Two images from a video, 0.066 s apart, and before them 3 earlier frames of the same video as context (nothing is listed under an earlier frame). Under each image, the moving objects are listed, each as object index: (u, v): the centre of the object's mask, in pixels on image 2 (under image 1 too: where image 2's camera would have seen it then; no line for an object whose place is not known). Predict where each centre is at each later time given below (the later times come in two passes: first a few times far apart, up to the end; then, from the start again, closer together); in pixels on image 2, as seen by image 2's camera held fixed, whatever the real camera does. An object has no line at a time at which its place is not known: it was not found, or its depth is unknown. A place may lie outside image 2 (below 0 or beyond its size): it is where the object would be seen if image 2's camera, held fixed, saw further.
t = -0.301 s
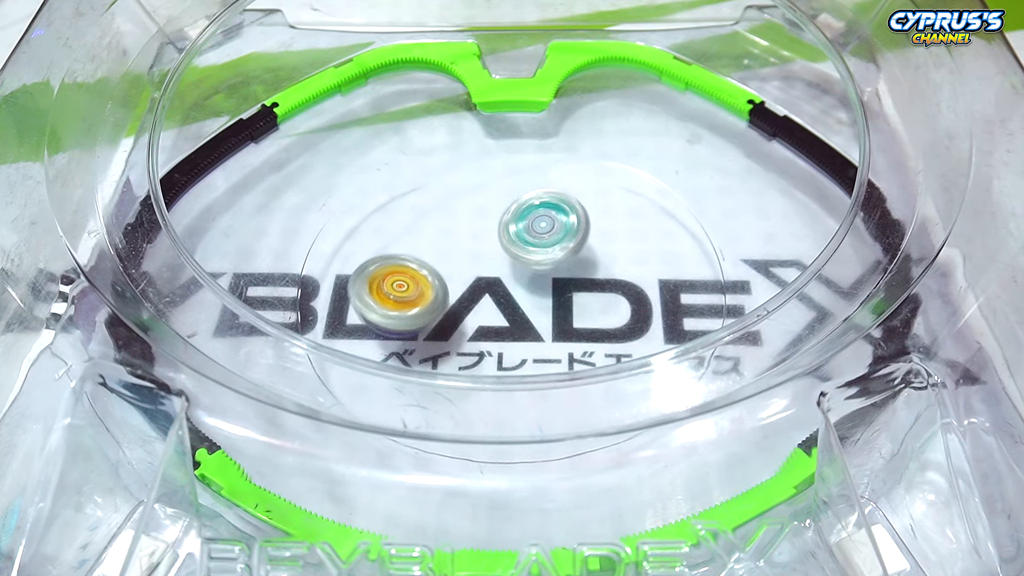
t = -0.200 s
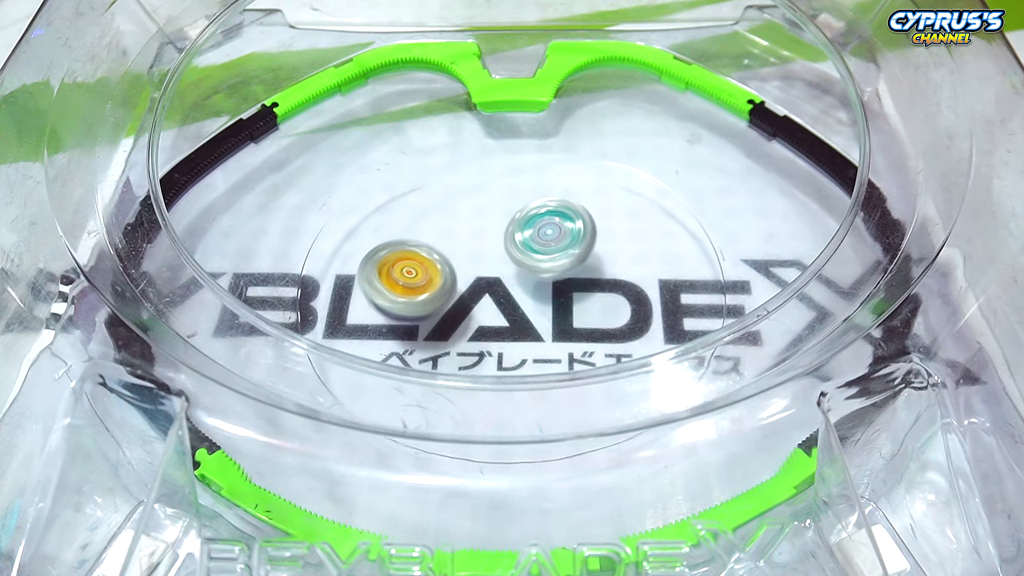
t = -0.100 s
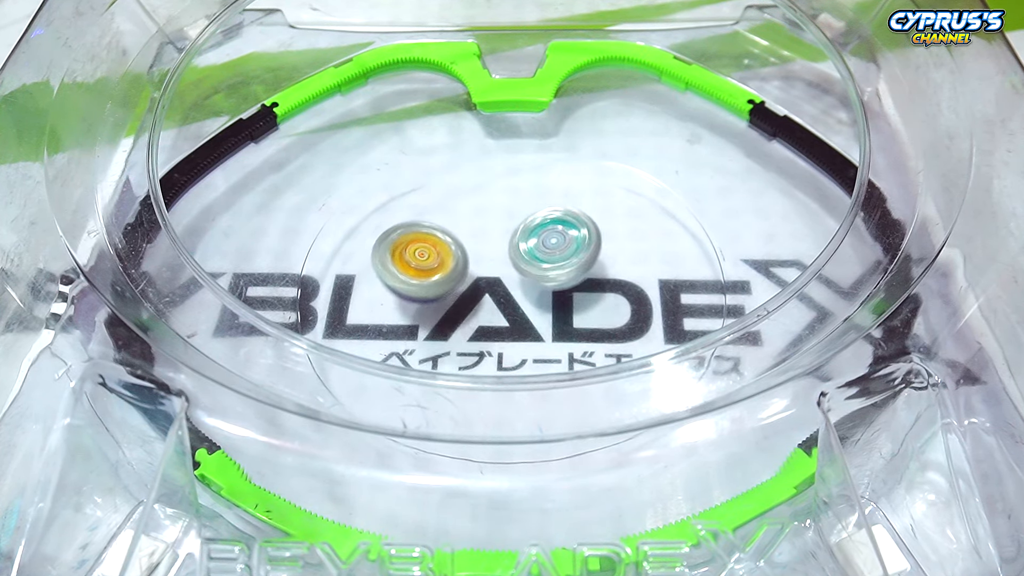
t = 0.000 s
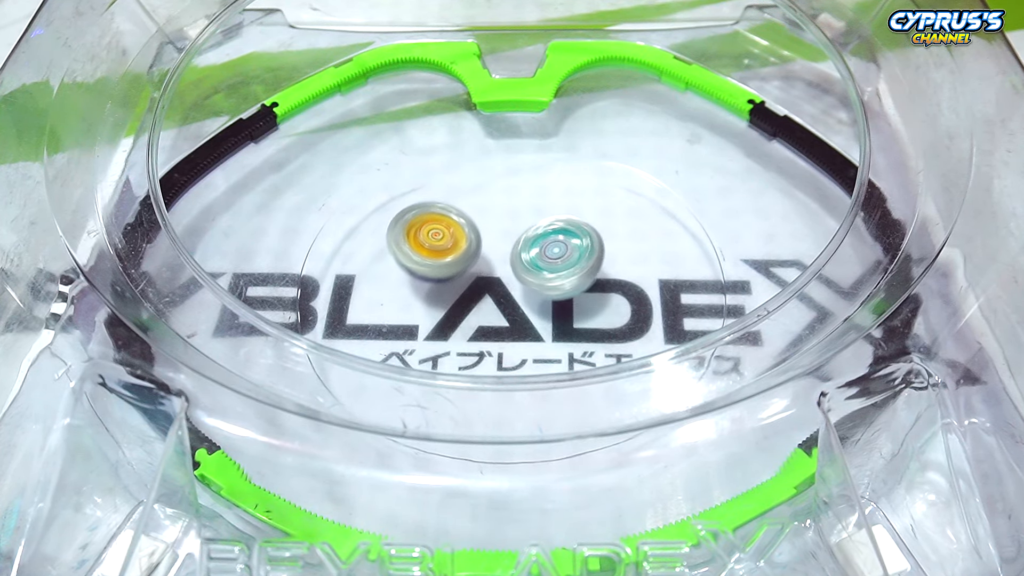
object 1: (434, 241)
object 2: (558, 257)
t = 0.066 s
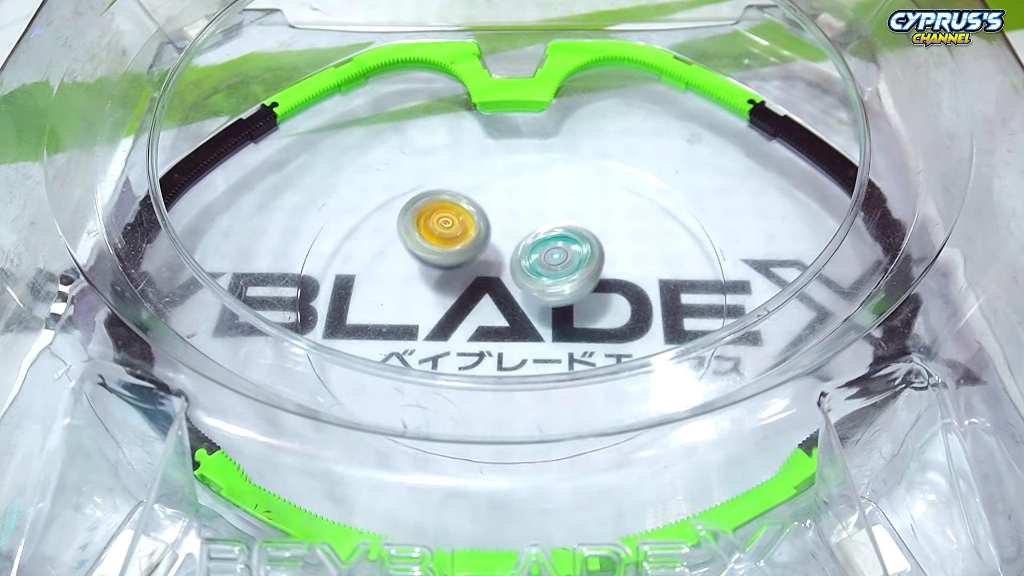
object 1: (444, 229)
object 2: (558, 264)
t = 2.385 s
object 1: (432, 300)
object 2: (504, 230)
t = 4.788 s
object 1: (513, 321)
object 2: (508, 236)
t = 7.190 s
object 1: (436, 120)
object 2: (545, 328)
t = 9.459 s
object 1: (606, 226)
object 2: (461, 315)
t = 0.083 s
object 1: (446, 225)
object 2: (558, 266)
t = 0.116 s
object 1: (451, 220)
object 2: (557, 269)
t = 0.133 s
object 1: (453, 217)
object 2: (557, 270)
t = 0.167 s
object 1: (458, 212)
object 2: (557, 274)
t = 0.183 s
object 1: (460, 209)
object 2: (556, 276)
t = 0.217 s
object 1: (464, 205)
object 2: (554, 279)
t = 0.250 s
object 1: (468, 202)
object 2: (552, 282)
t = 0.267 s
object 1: (470, 200)
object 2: (552, 283)
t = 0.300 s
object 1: (474, 198)
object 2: (550, 286)
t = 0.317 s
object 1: (476, 196)
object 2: (549, 287)
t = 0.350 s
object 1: (480, 195)
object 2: (547, 290)
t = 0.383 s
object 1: (483, 193)
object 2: (544, 293)
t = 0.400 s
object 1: (485, 193)
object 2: (543, 294)
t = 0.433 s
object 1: (489, 192)
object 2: (540, 296)
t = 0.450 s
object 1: (491, 192)
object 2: (539, 297)
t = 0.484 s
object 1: (494, 192)
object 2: (536, 300)
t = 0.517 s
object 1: (498, 192)
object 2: (533, 301)
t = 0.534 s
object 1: (500, 192)
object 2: (531, 302)
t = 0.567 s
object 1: (504, 192)
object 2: (527, 304)
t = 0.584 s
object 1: (506, 193)
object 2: (526, 305)
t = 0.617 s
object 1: (511, 194)
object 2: (522, 306)
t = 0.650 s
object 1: (515, 196)
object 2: (518, 307)
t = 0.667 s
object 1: (518, 197)
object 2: (516, 308)
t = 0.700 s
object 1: (522, 200)
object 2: (512, 309)
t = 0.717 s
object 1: (525, 201)
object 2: (509, 309)
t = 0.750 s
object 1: (530, 204)
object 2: (506, 310)
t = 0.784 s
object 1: (535, 207)
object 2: (501, 310)
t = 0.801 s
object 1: (538, 210)
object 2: (499, 310)
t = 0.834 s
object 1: (543, 213)
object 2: (496, 310)
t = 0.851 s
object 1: (546, 216)
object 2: (494, 310)
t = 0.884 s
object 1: (552, 220)
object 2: (491, 309)
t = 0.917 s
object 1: (558, 224)
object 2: (489, 309)
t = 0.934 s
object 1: (561, 226)
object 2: (488, 309)
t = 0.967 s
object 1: (567, 231)
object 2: (486, 308)
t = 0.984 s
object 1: (570, 234)
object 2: (484, 308)
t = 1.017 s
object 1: (575, 239)
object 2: (482, 308)
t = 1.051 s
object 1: (580, 243)
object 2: (479, 307)
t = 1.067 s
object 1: (583, 246)
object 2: (477, 307)
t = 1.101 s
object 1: (587, 250)
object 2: (474, 305)
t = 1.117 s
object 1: (589, 252)
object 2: (472, 304)
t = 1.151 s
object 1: (591, 256)
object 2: (469, 302)
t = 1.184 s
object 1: (593, 259)
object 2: (467, 299)
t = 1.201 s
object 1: (594, 261)
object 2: (465, 297)
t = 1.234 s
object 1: (595, 264)
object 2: (464, 295)
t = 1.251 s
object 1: (596, 266)
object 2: (463, 293)
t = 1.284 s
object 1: (597, 270)
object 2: (462, 290)
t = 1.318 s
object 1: (598, 275)
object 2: (461, 286)
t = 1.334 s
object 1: (598, 278)
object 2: (461, 285)
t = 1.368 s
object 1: (599, 286)
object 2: (462, 282)
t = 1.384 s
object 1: (599, 289)
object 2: (461, 280)
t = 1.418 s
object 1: (599, 294)
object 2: (461, 277)
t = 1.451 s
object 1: (598, 299)
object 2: (461, 274)
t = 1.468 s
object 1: (597, 301)
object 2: (461, 272)
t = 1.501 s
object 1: (596, 306)
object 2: (461, 269)
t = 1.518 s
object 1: (595, 308)
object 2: (461, 267)
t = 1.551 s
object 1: (593, 311)
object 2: (460, 264)
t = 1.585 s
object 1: (590, 315)
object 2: (461, 261)
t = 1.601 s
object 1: (589, 316)
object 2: (461, 259)
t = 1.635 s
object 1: (586, 319)
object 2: (462, 256)
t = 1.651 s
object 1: (584, 320)
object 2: (463, 255)
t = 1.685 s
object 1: (580, 323)
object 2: (464, 251)
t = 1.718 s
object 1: (574, 325)
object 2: (465, 249)
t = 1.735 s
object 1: (572, 326)
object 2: (466, 247)
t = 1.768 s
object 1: (566, 328)
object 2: (467, 245)
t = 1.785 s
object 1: (563, 328)
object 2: (468, 244)
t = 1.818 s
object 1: (557, 329)
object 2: (470, 242)
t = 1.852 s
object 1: (550, 330)
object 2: (472, 239)
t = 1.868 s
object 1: (546, 331)
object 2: (473, 238)
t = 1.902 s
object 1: (538, 331)
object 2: (475, 236)
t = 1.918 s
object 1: (534, 330)
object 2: (476, 235)
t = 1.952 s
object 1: (526, 330)
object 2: (478, 234)
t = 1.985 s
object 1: (518, 329)
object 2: (479, 233)
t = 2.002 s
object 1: (513, 329)
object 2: (480, 233)
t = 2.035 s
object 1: (504, 328)
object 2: (482, 232)
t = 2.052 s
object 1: (500, 328)
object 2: (483, 232)
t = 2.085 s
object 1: (491, 327)
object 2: (485, 231)
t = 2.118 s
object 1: (483, 324)
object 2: (486, 230)
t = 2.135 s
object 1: (479, 323)
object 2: (486, 230)
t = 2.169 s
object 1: (472, 321)
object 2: (488, 231)
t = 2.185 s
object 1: (469, 320)
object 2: (490, 230)
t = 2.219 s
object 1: (461, 317)
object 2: (492, 230)
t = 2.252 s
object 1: (455, 314)
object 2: (495, 229)
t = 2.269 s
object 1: (452, 312)
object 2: (496, 229)
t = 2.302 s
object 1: (445, 309)
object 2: (498, 229)
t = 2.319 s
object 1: (442, 307)
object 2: (499, 229)
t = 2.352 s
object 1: (437, 304)
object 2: (502, 230)
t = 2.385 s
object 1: (432, 300)
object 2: (504, 230)
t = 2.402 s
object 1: (430, 299)
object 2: (506, 230)
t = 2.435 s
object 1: (426, 295)
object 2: (510, 231)
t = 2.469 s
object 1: (422, 290)
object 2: (514, 233)
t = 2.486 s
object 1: (420, 288)
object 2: (516, 233)
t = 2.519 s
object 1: (418, 283)
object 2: (519, 235)
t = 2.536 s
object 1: (417, 282)
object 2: (520, 236)
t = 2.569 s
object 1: (416, 278)
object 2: (522, 240)
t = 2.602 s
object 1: (416, 274)
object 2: (523, 244)
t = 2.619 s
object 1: (416, 272)
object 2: (524, 246)
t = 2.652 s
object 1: (416, 268)
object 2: (526, 249)
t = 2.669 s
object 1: (416, 266)
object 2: (527, 251)
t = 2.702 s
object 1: (417, 262)
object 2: (528, 255)
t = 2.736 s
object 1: (418, 258)
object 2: (529, 258)
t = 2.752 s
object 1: (419, 256)
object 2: (529, 260)
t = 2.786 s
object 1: (421, 252)
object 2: (530, 264)
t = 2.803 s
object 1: (423, 250)
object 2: (530, 265)
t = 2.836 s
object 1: (426, 246)
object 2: (530, 269)
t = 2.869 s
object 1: (430, 241)
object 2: (530, 272)
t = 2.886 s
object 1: (432, 239)
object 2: (530, 274)
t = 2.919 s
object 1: (436, 235)
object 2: (531, 277)
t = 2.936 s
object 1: (439, 233)
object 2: (531, 279)
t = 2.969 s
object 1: (444, 229)
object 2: (530, 282)
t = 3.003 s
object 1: (450, 224)
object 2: (530, 285)
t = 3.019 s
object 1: (452, 222)
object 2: (530, 286)
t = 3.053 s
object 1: (458, 217)
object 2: (529, 289)
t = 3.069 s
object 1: (461, 215)
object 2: (529, 291)
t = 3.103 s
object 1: (466, 211)
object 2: (528, 294)
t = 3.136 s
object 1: (472, 207)
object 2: (527, 296)
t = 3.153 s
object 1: (474, 205)
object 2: (526, 297)
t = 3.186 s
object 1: (480, 202)
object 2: (525, 299)
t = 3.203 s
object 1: (483, 200)
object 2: (524, 300)
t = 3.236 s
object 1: (488, 197)
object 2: (522, 303)
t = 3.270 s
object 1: (494, 195)
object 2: (520, 304)
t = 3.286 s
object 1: (496, 194)
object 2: (519, 305)
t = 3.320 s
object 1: (501, 192)
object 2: (517, 306)
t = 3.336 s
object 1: (504, 191)
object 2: (516, 307)
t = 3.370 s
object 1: (509, 191)
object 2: (514, 308)
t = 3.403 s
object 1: (514, 190)
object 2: (512, 309)
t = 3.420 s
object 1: (517, 191)
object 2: (510, 309)
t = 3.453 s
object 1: (522, 191)
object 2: (509, 310)
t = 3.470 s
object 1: (524, 192)
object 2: (507, 310)
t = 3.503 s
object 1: (530, 193)
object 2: (505, 310)
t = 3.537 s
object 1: (535, 194)
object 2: (503, 310)
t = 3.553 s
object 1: (538, 195)
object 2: (502, 310)
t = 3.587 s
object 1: (543, 197)
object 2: (499, 310)
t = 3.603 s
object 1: (545, 198)
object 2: (498, 309)
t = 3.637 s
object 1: (549, 200)
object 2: (496, 309)
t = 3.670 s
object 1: (554, 203)
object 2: (493, 308)
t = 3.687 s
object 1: (556, 205)
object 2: (491, 307)
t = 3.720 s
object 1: (560, 208)
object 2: (488, 306)
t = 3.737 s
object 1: (562, 210)
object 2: (487, 305)
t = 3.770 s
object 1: (567, 214)
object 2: (484, 303)
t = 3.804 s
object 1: (570, 219)
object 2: (482, 302)
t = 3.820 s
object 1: (572, 221)
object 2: (481, 301)
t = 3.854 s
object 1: (576, 226)
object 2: (479, 298)
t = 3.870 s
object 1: (578, 228)
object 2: (478, 297)
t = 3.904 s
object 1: (581, 232)
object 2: (476, 295)
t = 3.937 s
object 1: (584, 238)
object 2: (475, 292)
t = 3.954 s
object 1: (586, 240)
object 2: (474, 291)
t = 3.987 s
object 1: (588, 245)
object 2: (473, 289)
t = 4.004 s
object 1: (590, 248)
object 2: (473, 287)
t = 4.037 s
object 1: (592, 253)
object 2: (472, 284)
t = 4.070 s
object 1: (593, 258)
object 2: (472, 281)
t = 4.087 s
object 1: (593, 260)
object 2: (471, 280)
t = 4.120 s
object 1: (594, 265)
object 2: (471, 277)
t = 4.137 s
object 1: (594, 268)
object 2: (471, 275)
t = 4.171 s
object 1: (594, 273)
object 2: (471, 273)
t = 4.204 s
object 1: (593, 278)
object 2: (472, 270)
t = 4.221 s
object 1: (592, 280)
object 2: (472, 268)
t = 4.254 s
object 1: (591, 285)
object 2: (473, 265)
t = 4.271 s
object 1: (590, 287)
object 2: (473, 264)
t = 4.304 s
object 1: (588, 292)
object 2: (474, 261)
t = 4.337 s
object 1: (585, 296)
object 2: (476, 259)
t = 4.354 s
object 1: (583, 298)
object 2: (476, 258)
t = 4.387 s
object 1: (579, 302)
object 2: (478, 255)
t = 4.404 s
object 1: (577, 303)
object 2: (479, 254)
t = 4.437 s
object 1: (572, 307)
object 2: (481, 251)
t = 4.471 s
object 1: (567, 310)
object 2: (483, 249)
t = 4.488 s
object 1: (565, 312)
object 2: (484, 248)
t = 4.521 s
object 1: (560, 314)
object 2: (486, 246)
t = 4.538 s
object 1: (558, 315)
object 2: (488, 245)
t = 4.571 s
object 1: (553, 318)
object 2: (490, 243)
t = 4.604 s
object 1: (547, 320)
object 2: (493, 241)
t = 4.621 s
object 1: (545, 321)
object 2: (494, 241)
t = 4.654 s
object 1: (539, 322)
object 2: (497, 240)
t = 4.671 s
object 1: (536, 322)
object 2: (499, 239)
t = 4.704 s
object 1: (530, 322)
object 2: (501, 238)
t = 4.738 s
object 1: (523, 322)
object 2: (504, 237)
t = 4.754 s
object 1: (519, 322)
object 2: (505, 237)
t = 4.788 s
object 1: (513, 321)
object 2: (508, 236)
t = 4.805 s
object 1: (510, 321)
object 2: (510, 236)
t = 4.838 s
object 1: (503, 320)
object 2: (513, 235)
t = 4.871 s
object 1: (497, 319)
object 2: (515, 236)
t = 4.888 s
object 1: (494, 318)
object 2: (517, 235)
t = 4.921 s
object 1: (488, 316)
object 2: (519, 236)
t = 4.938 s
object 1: (485, 315)
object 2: (520, 236)
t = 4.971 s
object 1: (479, 311)
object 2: (523, 237)
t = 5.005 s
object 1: (474, 309)
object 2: (525, 238)
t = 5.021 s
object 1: (471, 307)
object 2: (526, 238)
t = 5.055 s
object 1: (464, 304)
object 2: (529, 239)
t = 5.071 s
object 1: (462, 303)
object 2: (530, 240)
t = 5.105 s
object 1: (457, 299)
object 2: (532, 241)
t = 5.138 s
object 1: (451, 295)
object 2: (534, 242)
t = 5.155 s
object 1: (449, 293)
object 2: (535, 243)
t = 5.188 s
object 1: (446, 290)
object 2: (537, 245)
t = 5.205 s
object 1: (445, 288)
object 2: (538, 246)
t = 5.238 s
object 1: (443, 285)
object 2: (540, 247)
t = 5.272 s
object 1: (441, 281)
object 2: (541, 249)
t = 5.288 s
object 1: (440, 280)
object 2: (542, 250)
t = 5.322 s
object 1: (439, 276)
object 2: (543, 252)
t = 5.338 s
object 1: (439, 275)
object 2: (543, 252)
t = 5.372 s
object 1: (439, 271)
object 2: (544, 254)
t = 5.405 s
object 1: (439, 267)
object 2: (544, 257)
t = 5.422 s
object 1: (439, 265)
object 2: (544, 258)
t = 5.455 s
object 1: (439, 262)
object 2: (544, 260)
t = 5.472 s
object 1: (440, 260)
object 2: (544, 261)
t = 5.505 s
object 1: (441, 257)
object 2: (544, 263)
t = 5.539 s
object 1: (443, 253)
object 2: (543, 265)
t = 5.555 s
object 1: (444, 251)
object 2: (543, 266)
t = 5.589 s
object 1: (430, 242)
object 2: (558, 270)
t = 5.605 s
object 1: (416, 235)
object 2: (572, 273)
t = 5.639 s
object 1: (396, 223)
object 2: (595, 283)
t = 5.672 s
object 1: (384, 216)
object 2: (606, 284)
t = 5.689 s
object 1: (381, 213)
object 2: (610, 285)
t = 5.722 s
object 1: (376, 209)
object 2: (613, 287)
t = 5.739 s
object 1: (374, 208)
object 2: (613, 287)
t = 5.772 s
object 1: (370, 206)
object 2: (613, 286)
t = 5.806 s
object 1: (367, 205)
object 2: (611, 285)
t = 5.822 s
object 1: (367, 205)
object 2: (611, 285)
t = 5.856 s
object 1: (366, 205)
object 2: (607, 285)
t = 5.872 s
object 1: (366, 205)
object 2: (606, 284)
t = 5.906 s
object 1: (366, 205)
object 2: (602, 284)
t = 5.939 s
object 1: (368, 206)
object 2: (597, 282)
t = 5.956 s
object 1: (369, 206)
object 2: (595, 282)
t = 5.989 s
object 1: (372, 208)
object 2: (592, 282)
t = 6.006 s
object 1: (375, 209)
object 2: (591, 283)
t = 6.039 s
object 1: (380, 211)
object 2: (588, 284)
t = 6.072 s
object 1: (387, 215)
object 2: (585, 286)
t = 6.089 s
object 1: (391, 216)
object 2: (584, 286)
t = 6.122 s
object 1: (399, 219)
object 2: (581, 287)
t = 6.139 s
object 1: (404, 221)
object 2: (579, 288)
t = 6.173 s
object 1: (415, 224)
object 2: (576, 289)
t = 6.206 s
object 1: (427, 228)
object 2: (572, 290)
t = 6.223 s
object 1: (434, 228)
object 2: (570, 290)
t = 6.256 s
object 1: (448, 231)
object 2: (566, 291)
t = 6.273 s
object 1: (455, 232)
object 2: (563, 292)
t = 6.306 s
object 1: (470, 234)
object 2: (557, 291)
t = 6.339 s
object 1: (483, 234)
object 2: (556, 297)
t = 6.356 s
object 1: (475, 212)
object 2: (573, 317)
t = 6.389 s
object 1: (457, 170)
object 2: (605, 341)
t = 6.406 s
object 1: (451, 152)
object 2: (617, 360)
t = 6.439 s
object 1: (442, 125)
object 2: (630, 377)
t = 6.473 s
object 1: (436, 105)
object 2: (627, 385)
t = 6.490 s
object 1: (435, 99)
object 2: (625, 397)
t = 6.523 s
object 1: (434, 90)
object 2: (624, 399)
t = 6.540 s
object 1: (434, 87)
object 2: (622, 399)
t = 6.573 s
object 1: (434, 83)
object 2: (620, 401)
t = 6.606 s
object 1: (434, 78)
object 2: (624, 412)
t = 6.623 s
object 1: (433, 76)
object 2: (623, 414)
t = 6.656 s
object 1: (433, 72)
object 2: (622, 415)
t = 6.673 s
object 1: (433, 71)
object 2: (620, 417)
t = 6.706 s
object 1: (434, 68)
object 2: (619, 416)
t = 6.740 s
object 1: (434, 66)
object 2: (617, 418)
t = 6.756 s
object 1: (434, 65)
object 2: (615, 418)
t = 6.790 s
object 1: (434, 64)
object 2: (611, 417)
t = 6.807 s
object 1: (435, 64)
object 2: (609, 416)
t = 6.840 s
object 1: (434, 64)
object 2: (605, 414)
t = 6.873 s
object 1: (434, 64)
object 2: (603, 415)
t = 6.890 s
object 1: (434, 64)
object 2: (600, 415)
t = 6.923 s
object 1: (434, 65)
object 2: (596, 414)
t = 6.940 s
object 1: (434, 66)
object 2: (593, 413)
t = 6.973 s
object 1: (435, 69)
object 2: (587, 406)
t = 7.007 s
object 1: (435, 73)
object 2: (583, 405)
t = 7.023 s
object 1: (435, 76)
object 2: (580, 393)
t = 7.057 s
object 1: (436, 82)
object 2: (576, 373)
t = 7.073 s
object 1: (435, 85)
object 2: (572, 367)
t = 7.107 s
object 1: (436, 94)
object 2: (565, 350)
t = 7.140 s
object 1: (436, 104)
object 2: (560, 344)
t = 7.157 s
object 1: (435, 109)
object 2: (556, 340)
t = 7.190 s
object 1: (436, 120)
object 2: (545, 328)
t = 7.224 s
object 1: (433, 138)
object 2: (531, 309)
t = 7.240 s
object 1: (431, 147)
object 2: (524, 300)
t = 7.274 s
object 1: (428, 168)
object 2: (505, 279)
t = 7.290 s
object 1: (427, 178)
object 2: (496, 269)
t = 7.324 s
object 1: (421, 188)
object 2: (478, 261)
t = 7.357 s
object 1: (396, 162)
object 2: (479, 279)
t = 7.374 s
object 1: (386, 154)
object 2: (480, 292)
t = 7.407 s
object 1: (368, 134)
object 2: (481, 310)
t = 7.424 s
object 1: (362, 130)
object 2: (481, 317)
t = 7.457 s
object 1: (353, 126)
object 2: (482, 328)
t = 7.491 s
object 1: (348, 122)
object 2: (482, 331)
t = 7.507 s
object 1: (346, 124)
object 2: (482, 331)
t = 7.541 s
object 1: (343, 125)
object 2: (482, 329)
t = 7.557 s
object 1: (341, 126)
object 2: (482, 328)
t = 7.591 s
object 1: (335, 130)
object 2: (484, 325)
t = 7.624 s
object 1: (330, 132)
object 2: (486, 322)
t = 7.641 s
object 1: (327, 132)
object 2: (487, 320)
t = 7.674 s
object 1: (325, 133)
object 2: (490, 317)
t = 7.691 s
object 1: (324, 134)
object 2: (491, 315)
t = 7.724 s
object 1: (322, 135)
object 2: (493, 312)
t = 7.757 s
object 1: (320, 136)
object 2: (496, 308)
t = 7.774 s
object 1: (319, 136)
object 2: (497, 306)
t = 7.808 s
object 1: (318, 137)
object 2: (501, 301)
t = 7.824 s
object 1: (317, 138)
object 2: (503, 298)
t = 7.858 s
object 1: (316, 139)
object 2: (508, 292)
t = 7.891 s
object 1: (316, 141)
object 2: (514, 284)
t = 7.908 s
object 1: (316, 142)
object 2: (518, 280)
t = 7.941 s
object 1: (315, 144)
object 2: (523, 272)
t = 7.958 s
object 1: (315, 145)
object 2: (526, 267)
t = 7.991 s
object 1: (315, 148)
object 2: (530, 259)
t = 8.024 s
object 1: (316, 150)
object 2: (534, 248)
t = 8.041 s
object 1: (316, 152)
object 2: (535, 244)
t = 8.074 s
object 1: (317, 155)
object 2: (538, 236)
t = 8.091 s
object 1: (318, 158)
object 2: (539, 231)
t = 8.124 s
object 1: (319, 163)
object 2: (541, 224)
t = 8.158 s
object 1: (321, 167)
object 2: (542, 217)
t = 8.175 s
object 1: (322, 170)
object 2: (543, 213)
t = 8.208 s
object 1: (323, 178)
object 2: (543, 208)
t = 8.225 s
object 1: (325, 186)
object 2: (544, 206)
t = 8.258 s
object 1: (328, 201)
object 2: (543, 204)
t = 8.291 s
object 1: (332, 219)
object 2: (542, 203)
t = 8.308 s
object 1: (335, 227)
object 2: (542, 202)
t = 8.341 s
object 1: (340, 244)
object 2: (541, 200)
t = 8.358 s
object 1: (344, 252)
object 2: (541, 199)
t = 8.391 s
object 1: (354, 269)
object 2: (540, 199)
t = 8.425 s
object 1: (367, 287)
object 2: (540, 198)
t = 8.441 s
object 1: (376, 296)
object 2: (539, 198)
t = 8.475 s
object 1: (393, 311)
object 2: (539, 197)
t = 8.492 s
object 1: (403, 318)
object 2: (539, 197)
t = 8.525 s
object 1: (425, 331)
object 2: (539, 196)
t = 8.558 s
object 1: (449, 340)
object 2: (539, 197)
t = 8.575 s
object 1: (461, 342)
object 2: (538, 197)
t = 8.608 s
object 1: (486, 347)
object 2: (538, 198)
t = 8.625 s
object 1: (498, 348)
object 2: (538, 198)
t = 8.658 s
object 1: (522, 362)
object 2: (537, 200)
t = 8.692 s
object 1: (546, 360)
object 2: (537, 203)
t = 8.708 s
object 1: (557, 366)
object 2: (536, 202)
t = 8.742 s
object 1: (578, 364)
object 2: (535, 205)
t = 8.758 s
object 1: (588, 363)
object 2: (535, 205)
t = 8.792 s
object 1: (609, 360)
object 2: (534, 209)
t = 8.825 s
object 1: (622, 355)
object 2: (532, 211)
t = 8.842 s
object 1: (628, 349)
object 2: (531, 213)
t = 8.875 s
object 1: (641, 335)
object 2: (530, 216)
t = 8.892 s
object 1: (648, 333)
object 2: (529, 216)
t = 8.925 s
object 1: (660, 328)
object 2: (526, 221)
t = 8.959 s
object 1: (671, 322)
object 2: (524, 223)
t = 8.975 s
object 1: (674, 320)
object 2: (523, 225)
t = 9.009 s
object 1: (681, 315)
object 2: (520, 229)
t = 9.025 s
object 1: (684, 312)
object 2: (519, 231)
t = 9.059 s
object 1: (688, 308)
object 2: (515, 235)
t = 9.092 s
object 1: (691, 303)
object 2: (511, 241)
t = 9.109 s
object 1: (691, 299)
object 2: (508, 245)
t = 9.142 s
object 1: (690, 291)
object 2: (502, 252)
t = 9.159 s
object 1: (689, 287)
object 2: (498, 256)
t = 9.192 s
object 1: (685, 279)
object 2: (492, 263)
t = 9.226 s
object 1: (680, 273)
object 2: (485, 272)
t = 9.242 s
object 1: (677, 270)
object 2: (482, 275)
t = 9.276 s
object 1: (669, 263)
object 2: (476, 284)
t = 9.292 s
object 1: (665, 259)
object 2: (474, 287)
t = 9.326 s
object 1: (656, 252)
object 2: (471, 294)
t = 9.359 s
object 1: (645, 244)
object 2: (468, 301)
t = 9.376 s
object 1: (640, 241)
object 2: (467, 303)
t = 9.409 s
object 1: (627, 235)
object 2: (464, 309)
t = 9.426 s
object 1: (620, 231)
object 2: (463, 311)
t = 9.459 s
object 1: (606, 226)
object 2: (461, 315)
